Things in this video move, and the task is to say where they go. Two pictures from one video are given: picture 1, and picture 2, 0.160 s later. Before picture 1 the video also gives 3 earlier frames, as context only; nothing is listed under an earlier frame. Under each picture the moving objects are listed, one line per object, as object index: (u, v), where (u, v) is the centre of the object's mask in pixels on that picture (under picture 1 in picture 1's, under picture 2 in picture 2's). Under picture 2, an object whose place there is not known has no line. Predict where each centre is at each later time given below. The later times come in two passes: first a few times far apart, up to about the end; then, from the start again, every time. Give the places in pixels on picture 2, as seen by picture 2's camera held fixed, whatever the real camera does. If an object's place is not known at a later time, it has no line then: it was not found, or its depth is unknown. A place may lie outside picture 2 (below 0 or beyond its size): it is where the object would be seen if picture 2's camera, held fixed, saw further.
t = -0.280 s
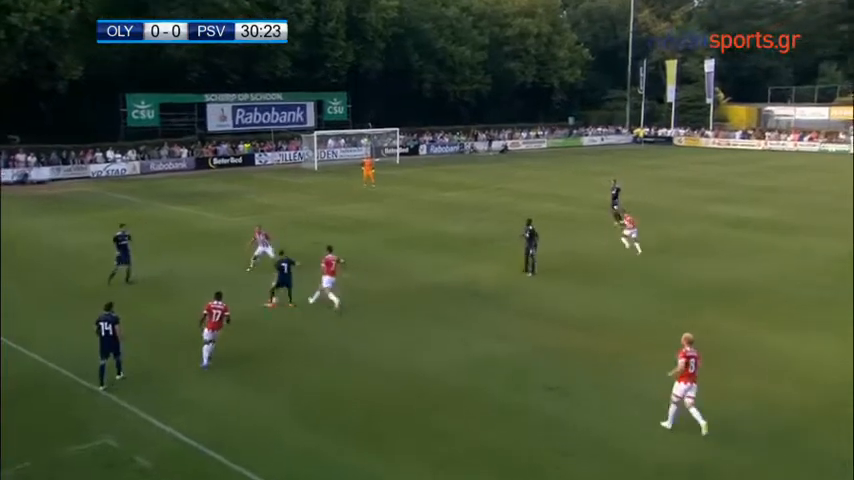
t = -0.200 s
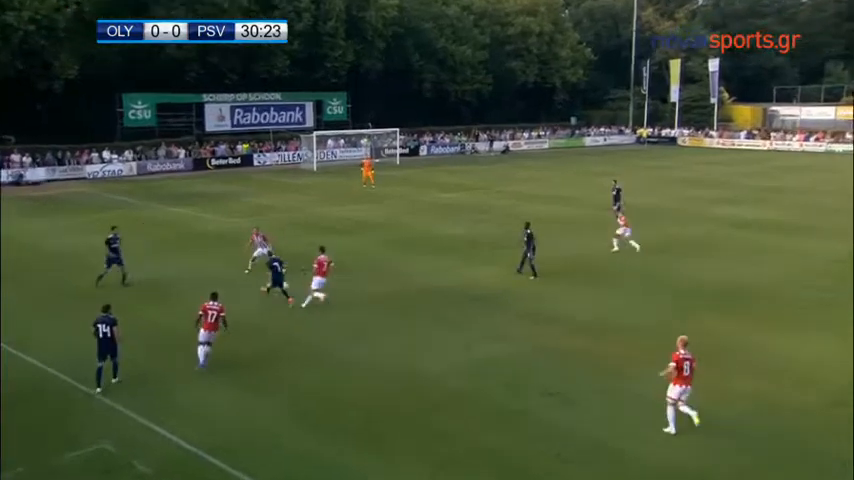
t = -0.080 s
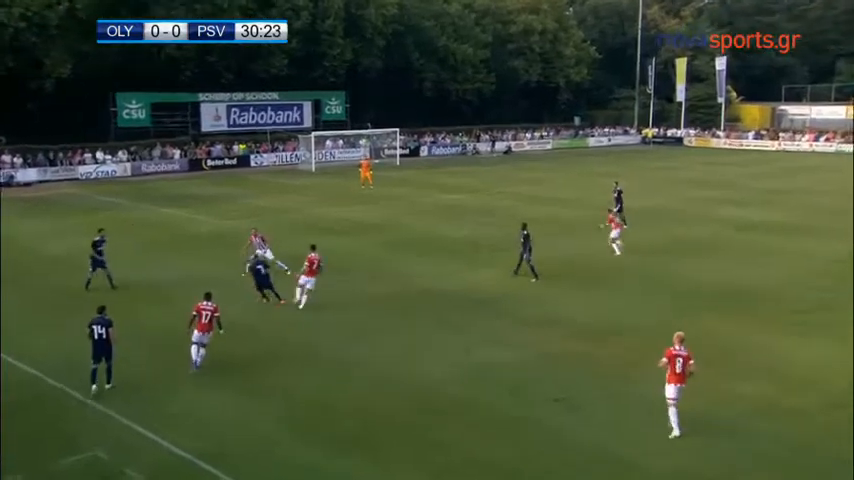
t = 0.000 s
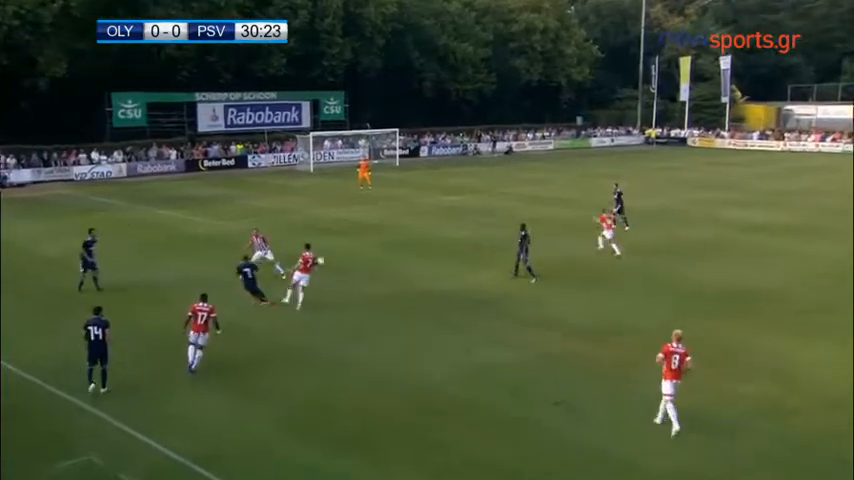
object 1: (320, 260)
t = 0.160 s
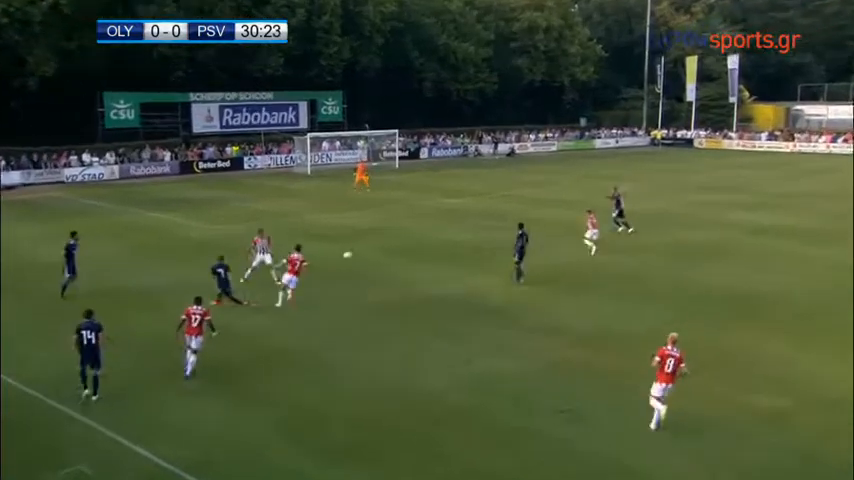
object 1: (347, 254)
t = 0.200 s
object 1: (354, 253)
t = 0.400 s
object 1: (382, 242)
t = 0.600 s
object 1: (407, 231)
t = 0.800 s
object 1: (428, 229)
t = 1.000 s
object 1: (443, 221)
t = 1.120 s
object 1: (452, 222)
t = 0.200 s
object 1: (354, 253)
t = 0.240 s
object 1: (361, 252)
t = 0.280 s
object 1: (367, 253)
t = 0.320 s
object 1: (373, 251)
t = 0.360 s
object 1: (378, 246)
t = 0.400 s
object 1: (382, 242)
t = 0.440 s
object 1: (387, 239)
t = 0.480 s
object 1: (393, 236)
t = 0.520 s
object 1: (397, 234)
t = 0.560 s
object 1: (402, 233)
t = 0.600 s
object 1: (407, 231)
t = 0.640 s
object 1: (411, 231)
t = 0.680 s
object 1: (416, 231)
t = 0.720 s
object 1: (421, 232)
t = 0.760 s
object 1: (426, 232)
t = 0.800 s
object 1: (428, 229)
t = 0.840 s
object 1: (431, 226)
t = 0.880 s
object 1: (434, 224)
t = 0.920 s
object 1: (437, 223)
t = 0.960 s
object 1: (441, 222)
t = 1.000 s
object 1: (443, 221)
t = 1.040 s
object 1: (446, 221)
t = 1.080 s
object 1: (450, 221)
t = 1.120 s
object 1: (452, 222)
